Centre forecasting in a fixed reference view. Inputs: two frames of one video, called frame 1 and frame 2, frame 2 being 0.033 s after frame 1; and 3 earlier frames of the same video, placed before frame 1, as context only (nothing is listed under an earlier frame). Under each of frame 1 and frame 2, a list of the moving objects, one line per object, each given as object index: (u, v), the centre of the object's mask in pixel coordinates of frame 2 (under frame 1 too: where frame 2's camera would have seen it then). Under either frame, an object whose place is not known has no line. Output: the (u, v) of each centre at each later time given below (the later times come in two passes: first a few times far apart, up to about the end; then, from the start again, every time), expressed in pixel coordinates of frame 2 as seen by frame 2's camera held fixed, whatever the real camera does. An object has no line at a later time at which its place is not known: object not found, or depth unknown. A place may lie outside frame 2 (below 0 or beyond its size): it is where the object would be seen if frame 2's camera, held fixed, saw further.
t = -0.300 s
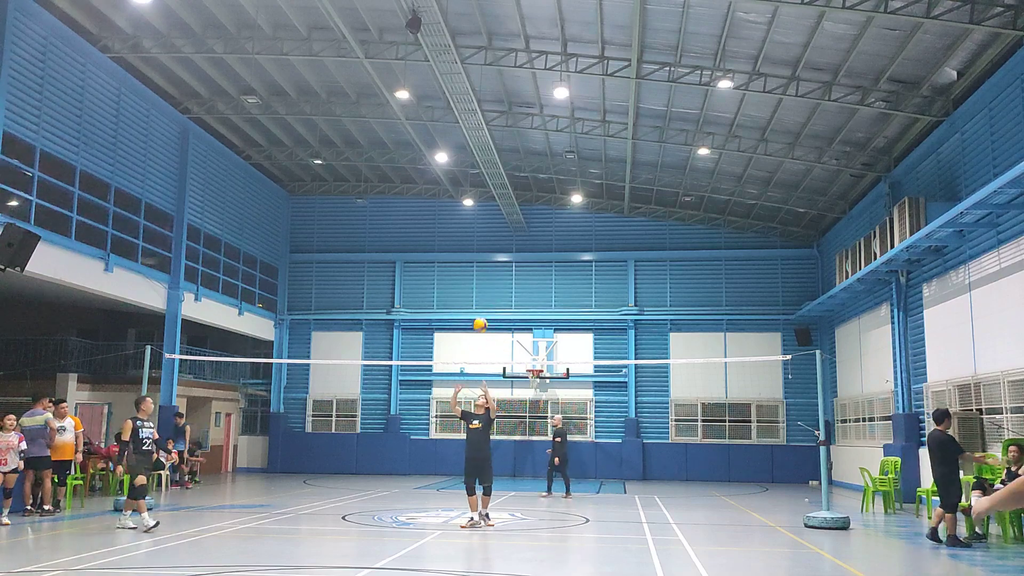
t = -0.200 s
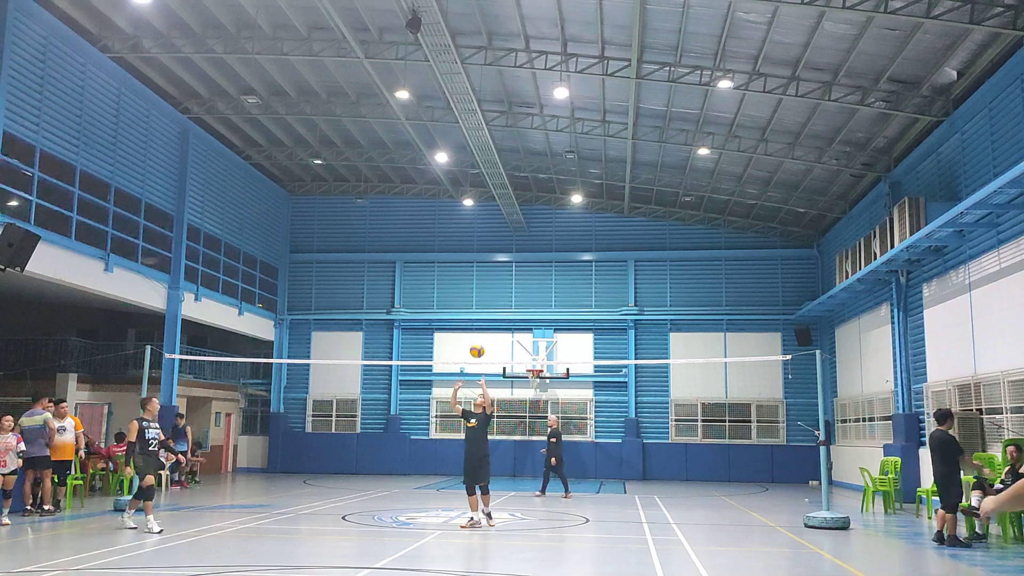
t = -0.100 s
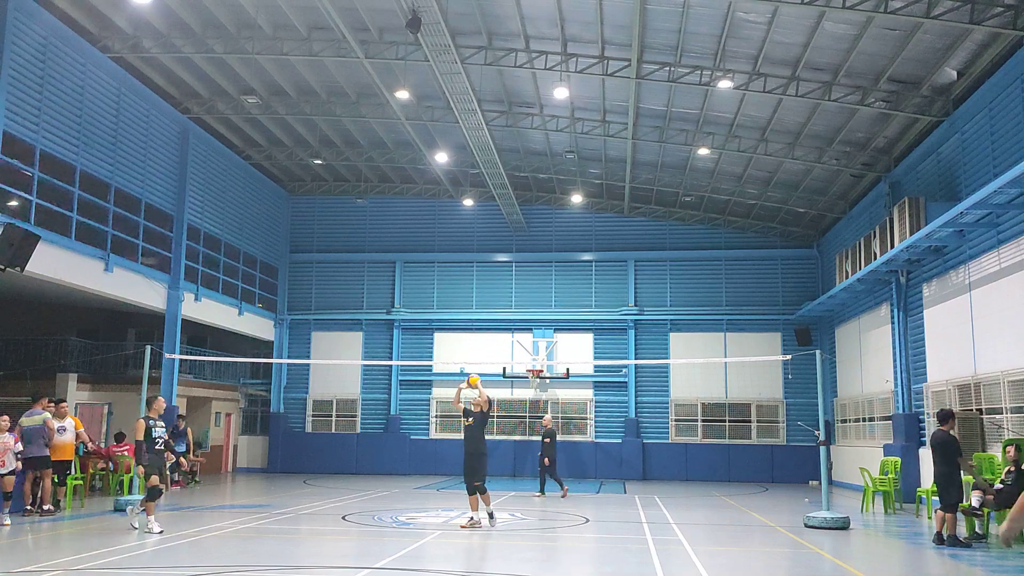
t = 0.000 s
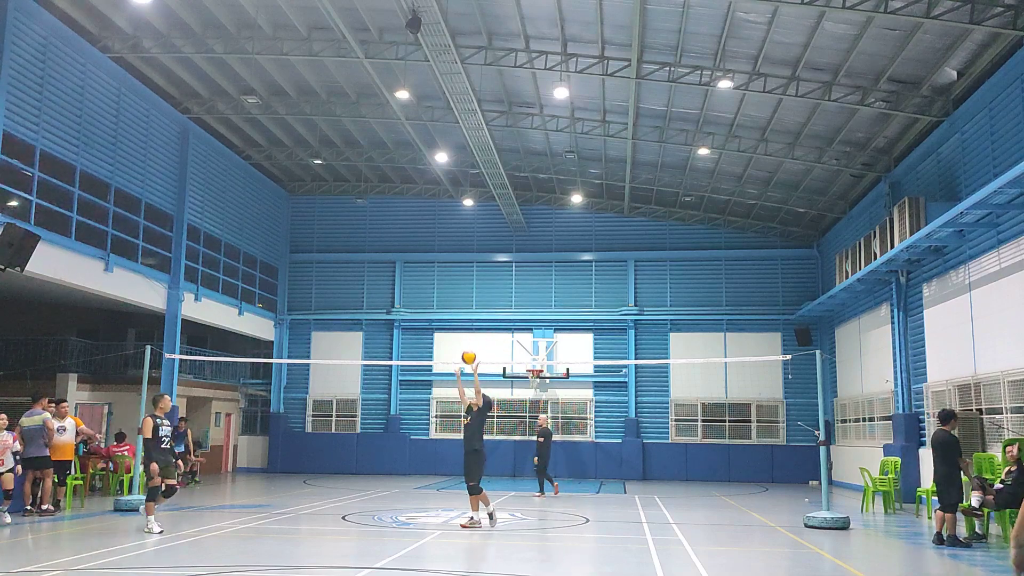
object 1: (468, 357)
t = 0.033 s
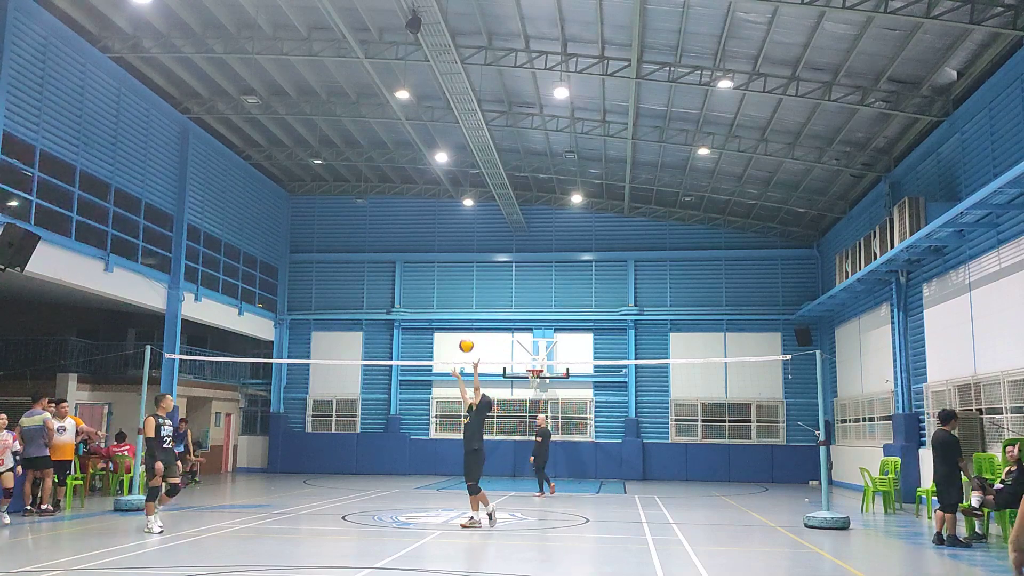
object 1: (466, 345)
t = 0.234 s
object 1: (452, 292)
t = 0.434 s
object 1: (436, 268)
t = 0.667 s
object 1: (418, 271)
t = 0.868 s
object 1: (401, 306)
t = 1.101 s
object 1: (381, 380)
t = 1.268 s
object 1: (365, 454)
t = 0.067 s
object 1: (464, 334)
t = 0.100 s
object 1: (462, 324)
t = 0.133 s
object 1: (459, 314)
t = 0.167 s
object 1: (457, 306)
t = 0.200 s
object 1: (454, 298)
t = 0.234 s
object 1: (452, 292)
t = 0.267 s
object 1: (449, 286)
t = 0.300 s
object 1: (447, 280)
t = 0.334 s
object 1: (444, 276)
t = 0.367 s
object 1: (442, 273)
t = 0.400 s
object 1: (439, 270)
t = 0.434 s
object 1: (436, 268)
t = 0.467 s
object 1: (434, 266)
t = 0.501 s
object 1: (431, 265)
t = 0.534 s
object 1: (428, 262)
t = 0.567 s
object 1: (426, 266)
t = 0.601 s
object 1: (423, 265)
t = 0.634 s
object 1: (420, 268)
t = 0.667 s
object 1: (418, 271)
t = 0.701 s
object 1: (415, 275)
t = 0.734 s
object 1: (413, 280)
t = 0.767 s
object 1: (410, 286)
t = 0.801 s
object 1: (407, 291)
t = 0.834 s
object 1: (404, 298)
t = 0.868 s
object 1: (401, 306)
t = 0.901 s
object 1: (398, 314)
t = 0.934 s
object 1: (396, 324)
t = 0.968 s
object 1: (393, 333)
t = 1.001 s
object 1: (390, 344)
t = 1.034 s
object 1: (387, 355)
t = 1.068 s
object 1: (384, 367)
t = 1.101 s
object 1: (381, 380)
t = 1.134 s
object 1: (378, 393)
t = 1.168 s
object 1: (375, 407)
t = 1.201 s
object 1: (372, 422)
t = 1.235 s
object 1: (368, 438)
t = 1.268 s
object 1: (365, 454)
